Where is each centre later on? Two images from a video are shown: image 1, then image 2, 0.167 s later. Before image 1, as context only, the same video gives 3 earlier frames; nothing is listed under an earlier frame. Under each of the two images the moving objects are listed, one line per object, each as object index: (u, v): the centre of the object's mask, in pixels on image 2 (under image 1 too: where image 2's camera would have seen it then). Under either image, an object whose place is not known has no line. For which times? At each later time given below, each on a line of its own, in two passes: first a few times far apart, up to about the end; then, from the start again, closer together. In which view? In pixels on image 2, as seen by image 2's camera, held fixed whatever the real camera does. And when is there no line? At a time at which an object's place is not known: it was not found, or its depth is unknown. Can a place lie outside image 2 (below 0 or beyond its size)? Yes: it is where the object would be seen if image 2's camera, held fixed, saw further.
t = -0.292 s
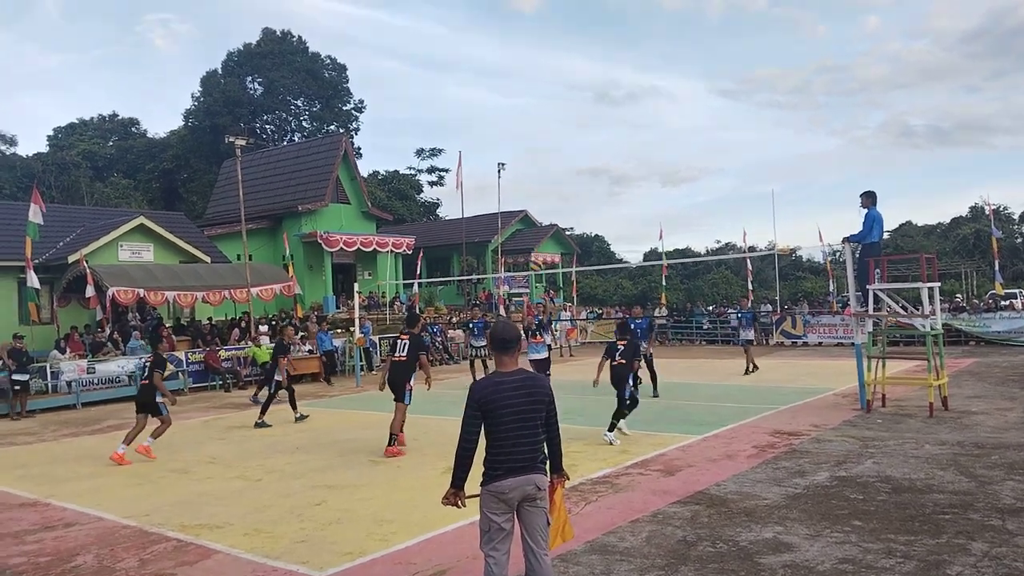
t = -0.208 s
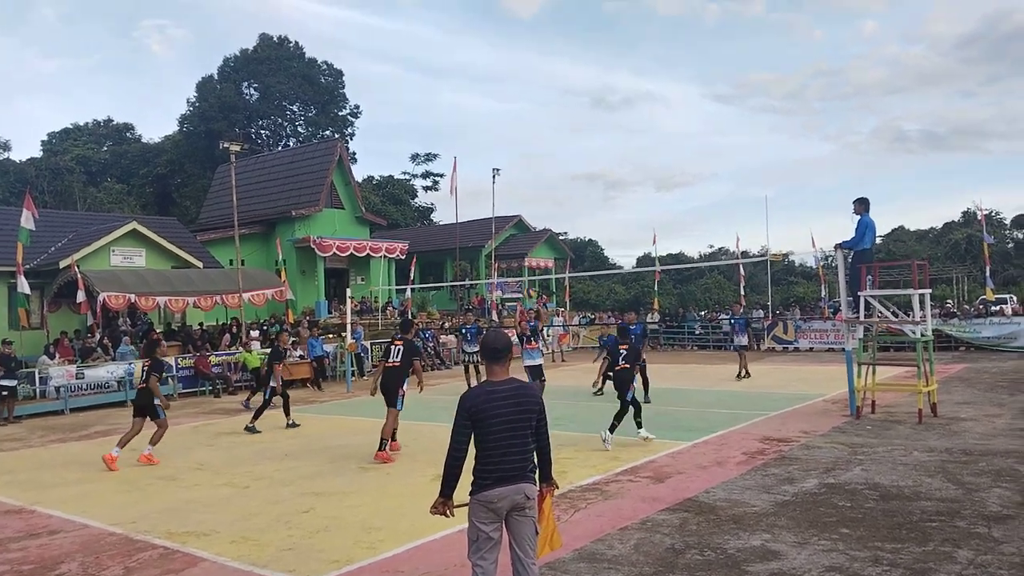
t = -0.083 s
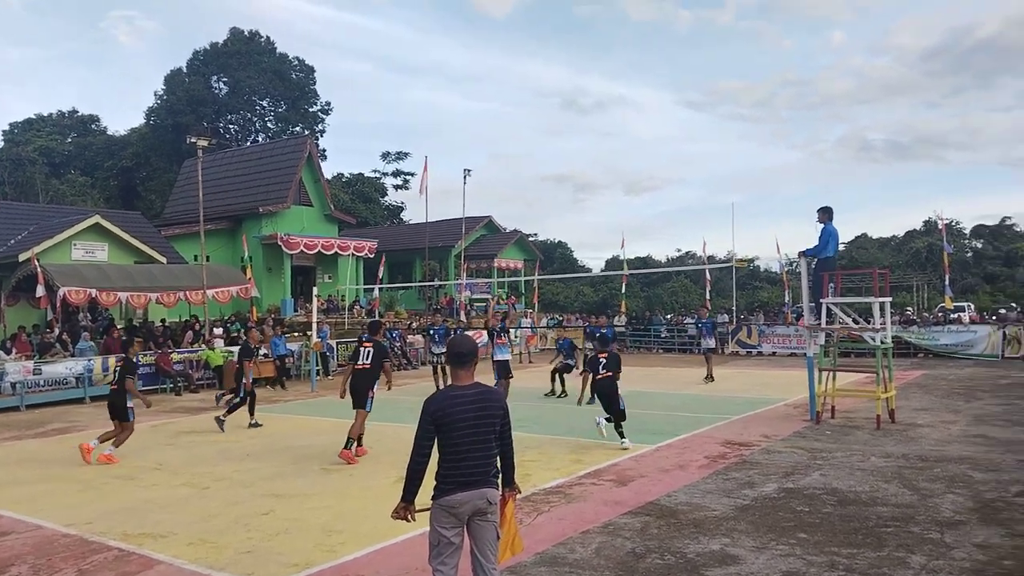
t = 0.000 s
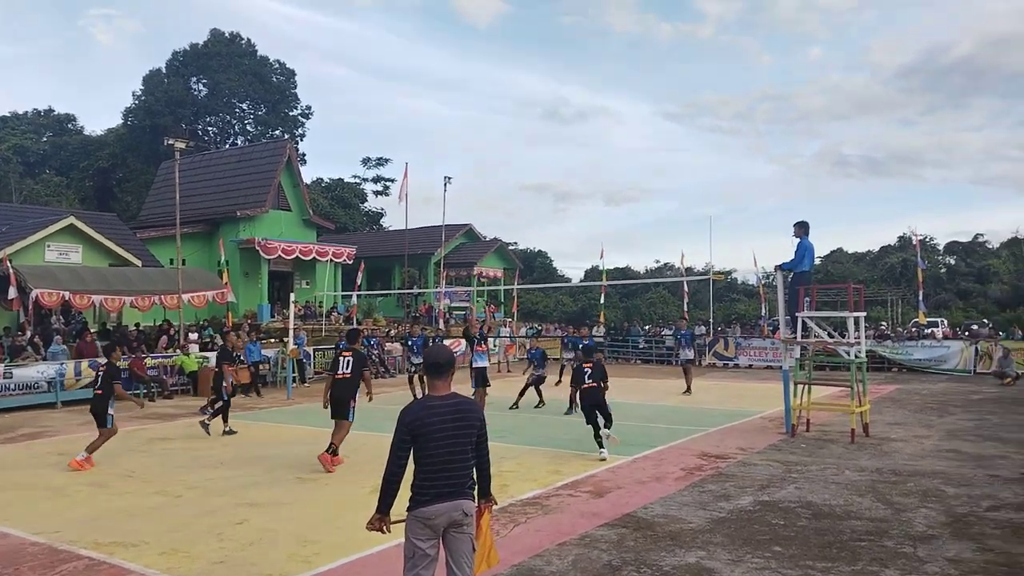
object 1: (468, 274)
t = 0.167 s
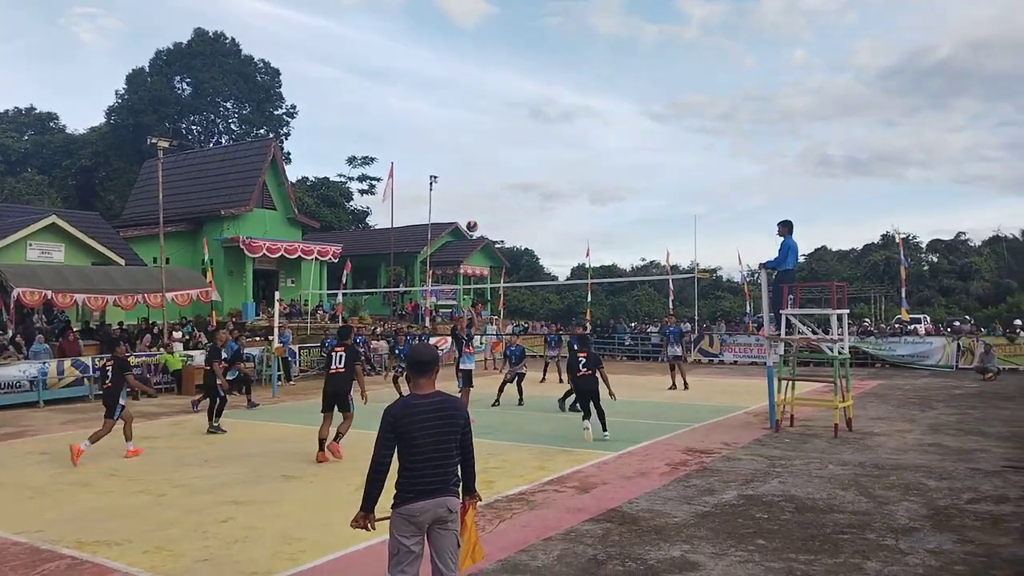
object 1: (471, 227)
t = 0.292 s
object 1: (476, 200)
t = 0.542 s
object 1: (485, 173)
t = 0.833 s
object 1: (496, 185)
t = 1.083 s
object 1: (506, 233)
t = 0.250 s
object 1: (475, 207)
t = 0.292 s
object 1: (476, 200)
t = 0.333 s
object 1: (477, 193)
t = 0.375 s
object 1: (478, 187)
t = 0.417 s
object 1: (480, 182)
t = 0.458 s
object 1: (481, 178)
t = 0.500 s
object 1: (483, 175)
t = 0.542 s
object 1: (485, 173)
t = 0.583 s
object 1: (486, 172)
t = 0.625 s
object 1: (488, 172)
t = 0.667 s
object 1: (489, 173)
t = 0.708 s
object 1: (491, 174)
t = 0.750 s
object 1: (493, 177)
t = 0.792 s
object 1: (494, 181)
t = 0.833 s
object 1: (496, 185)
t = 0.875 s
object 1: (498, 191)
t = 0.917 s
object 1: (499, 197)
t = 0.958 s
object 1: (501, 205)
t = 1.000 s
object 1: (503, 213)
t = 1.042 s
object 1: (504, 222)
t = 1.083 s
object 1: (506, 233)
